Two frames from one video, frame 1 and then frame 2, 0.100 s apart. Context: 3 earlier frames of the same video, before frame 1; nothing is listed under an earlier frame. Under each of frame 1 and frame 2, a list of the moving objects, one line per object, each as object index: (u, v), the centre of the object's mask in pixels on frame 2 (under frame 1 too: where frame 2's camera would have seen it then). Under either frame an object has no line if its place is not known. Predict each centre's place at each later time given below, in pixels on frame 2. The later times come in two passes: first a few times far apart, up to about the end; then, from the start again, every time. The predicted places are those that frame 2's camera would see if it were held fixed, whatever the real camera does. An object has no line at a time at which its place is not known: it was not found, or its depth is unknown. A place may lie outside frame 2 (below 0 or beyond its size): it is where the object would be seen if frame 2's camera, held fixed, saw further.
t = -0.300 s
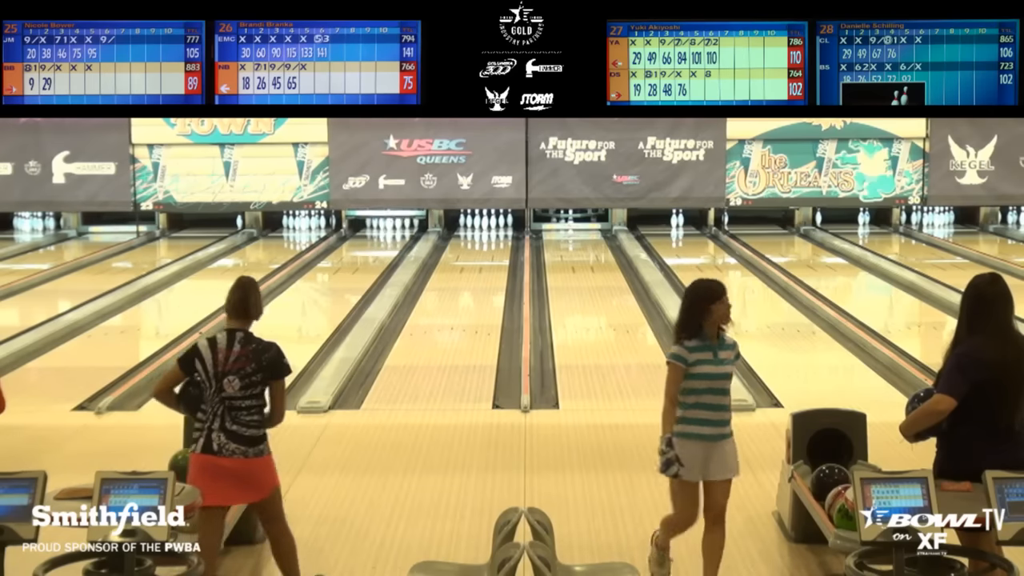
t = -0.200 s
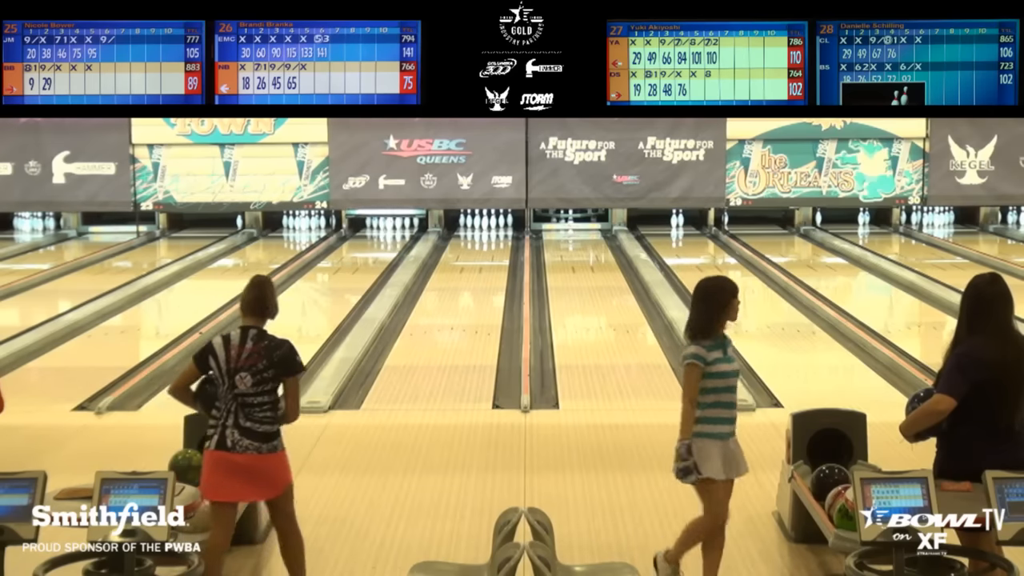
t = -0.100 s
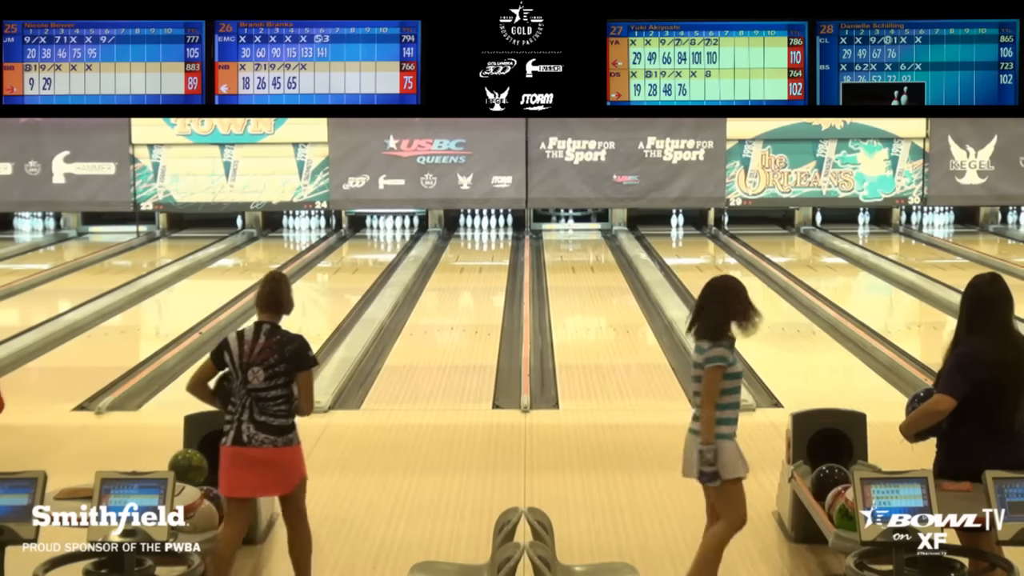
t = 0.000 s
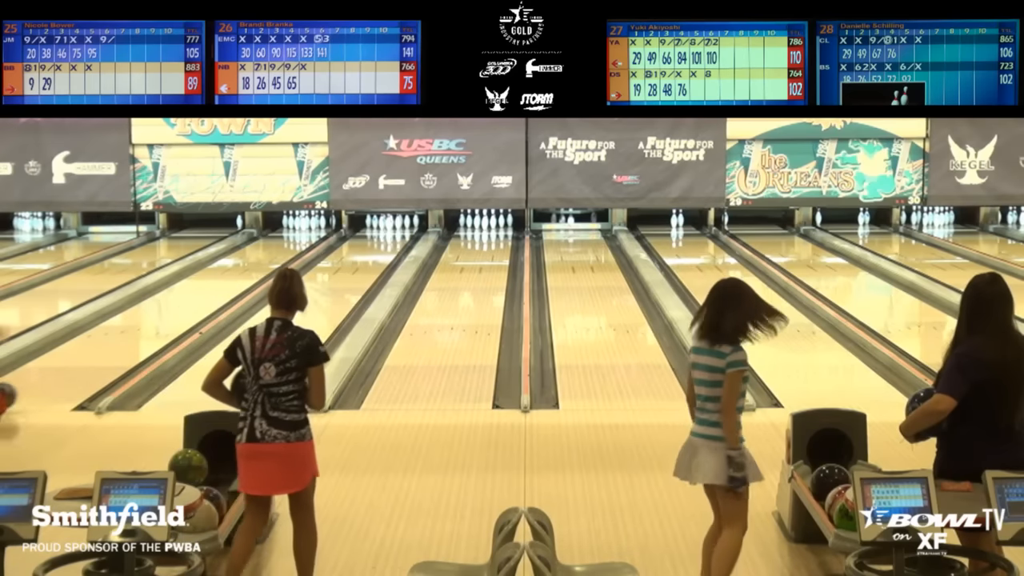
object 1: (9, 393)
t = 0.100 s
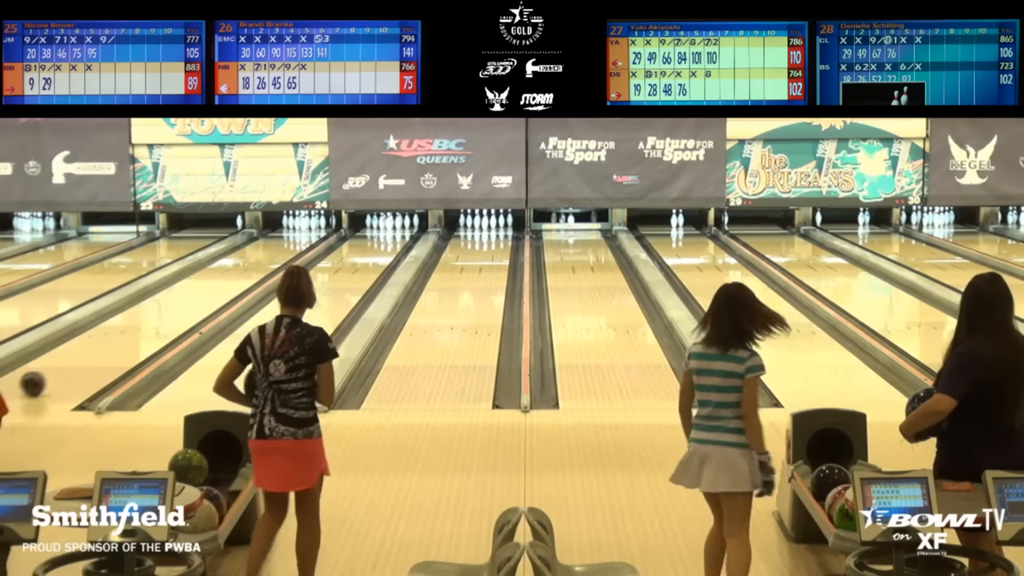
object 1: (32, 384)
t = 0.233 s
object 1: (68, 365)
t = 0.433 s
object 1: (112, 341)
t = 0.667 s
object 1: (154, 318)
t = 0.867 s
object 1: (184, 302)
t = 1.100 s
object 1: (214, 286)
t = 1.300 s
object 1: (235, 274)
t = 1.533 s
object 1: (256, 262)
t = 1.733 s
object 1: (271, 254)
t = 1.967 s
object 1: (285, 244)
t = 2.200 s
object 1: (293, 237)
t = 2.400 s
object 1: (298, 232)
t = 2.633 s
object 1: (302, 226)
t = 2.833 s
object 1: (306, 222)
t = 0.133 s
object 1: (42, 379)
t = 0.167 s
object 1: (51, 374)
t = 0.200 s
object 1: (59, 369)
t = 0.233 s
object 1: (68, 365)
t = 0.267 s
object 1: (75, 361)
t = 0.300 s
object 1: (83, 357)
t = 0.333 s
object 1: (90, 353)
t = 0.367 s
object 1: (98, 349)
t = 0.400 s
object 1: (105, 345)
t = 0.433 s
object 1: (112, 341)
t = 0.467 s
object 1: (119, 338)
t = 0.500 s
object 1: (125, 334)
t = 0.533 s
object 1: (131, 331)
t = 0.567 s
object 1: (137, 328)
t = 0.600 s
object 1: (143, 325)
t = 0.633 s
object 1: (149, 322)
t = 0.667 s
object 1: (154, 318)
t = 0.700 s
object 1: (160, 316)
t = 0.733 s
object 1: (165, 313)
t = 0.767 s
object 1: (170, 310)
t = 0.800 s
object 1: (175, 307)
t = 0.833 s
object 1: (180, 305)
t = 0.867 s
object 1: (184, 302)
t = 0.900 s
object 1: (189, 300)
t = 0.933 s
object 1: (193, 297)
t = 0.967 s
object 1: (198, 295)
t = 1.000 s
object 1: (202, 293)
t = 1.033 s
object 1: (206, 290)
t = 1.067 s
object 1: (210, 288)
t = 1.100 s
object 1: (214, 286)
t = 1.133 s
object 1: (217, 284)
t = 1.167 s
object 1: (221, 282)
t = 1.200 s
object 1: (225, 280)
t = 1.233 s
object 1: (228, 278)
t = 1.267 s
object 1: (231, 276)
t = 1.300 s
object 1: (235, 274)
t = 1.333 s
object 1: (238, 272)
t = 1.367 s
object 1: (241, 271)
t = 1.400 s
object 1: (244, 269)
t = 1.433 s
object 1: (247, 267)
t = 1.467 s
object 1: (250, 265)
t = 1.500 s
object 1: (253, 264)
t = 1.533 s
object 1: (256, 262)
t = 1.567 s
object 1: (258, 260)
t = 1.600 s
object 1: (261, 259)
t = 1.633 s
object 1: (264, 258)
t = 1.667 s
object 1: (266, 256)
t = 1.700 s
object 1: (269, 255)
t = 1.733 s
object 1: (271, 254)
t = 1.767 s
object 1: (273, 252)
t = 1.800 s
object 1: (275, 251)
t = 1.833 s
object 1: (277, 250)
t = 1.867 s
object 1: (279, 249)
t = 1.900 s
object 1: (281, 247)
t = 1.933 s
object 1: (283, 246)
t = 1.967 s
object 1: (285, 244)
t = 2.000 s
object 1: (286, 243)
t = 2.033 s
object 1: (288, 243)
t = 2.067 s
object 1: (289, 242)
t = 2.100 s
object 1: (290, 241)
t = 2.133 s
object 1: (292, 240)
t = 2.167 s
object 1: (293, 238)
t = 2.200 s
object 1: (293, 237)
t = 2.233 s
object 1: (295, 236)
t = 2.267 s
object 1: (295, 236)
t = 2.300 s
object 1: (296, 235)
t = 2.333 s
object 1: (297, 234)
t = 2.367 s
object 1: (298, 233)
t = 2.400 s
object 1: (298, 232)
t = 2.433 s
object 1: (299, 231)
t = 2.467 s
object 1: (299, 230)
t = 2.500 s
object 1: (300, 230)
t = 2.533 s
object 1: (300, 229)
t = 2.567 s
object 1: (301, 228)
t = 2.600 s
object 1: (301, 227)
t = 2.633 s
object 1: (302, 226)
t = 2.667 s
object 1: (302, 226)
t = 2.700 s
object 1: (302, 226)
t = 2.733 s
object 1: (303, 225)
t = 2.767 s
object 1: (302, 224)
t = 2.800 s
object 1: (304, 223)
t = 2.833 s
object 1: (306, 222)
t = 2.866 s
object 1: (307, 222)
